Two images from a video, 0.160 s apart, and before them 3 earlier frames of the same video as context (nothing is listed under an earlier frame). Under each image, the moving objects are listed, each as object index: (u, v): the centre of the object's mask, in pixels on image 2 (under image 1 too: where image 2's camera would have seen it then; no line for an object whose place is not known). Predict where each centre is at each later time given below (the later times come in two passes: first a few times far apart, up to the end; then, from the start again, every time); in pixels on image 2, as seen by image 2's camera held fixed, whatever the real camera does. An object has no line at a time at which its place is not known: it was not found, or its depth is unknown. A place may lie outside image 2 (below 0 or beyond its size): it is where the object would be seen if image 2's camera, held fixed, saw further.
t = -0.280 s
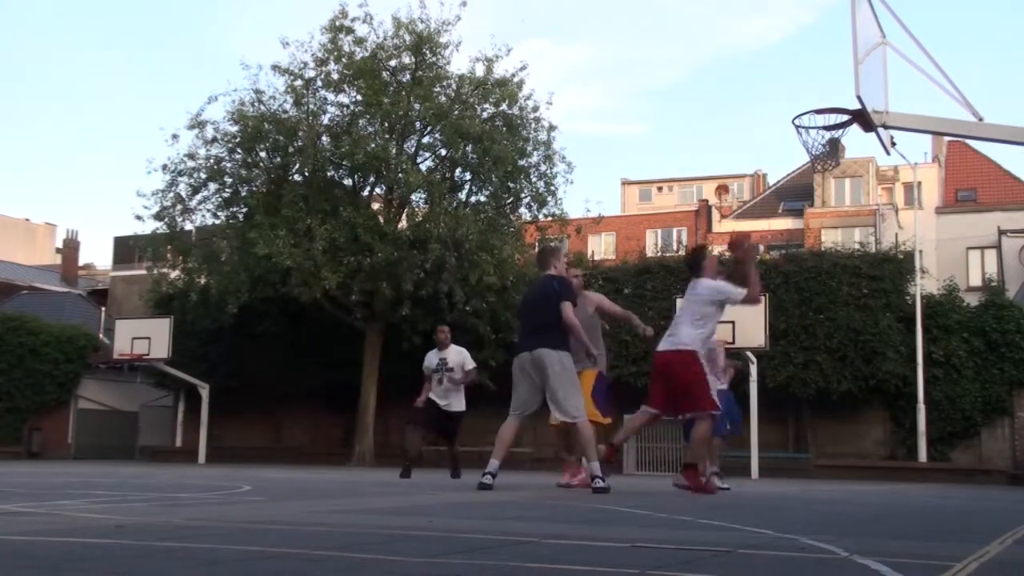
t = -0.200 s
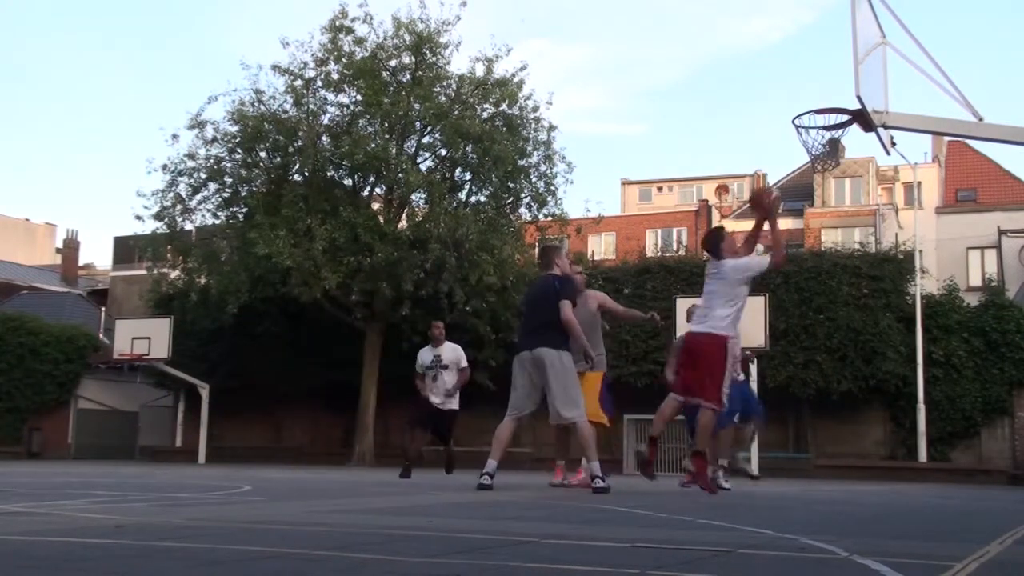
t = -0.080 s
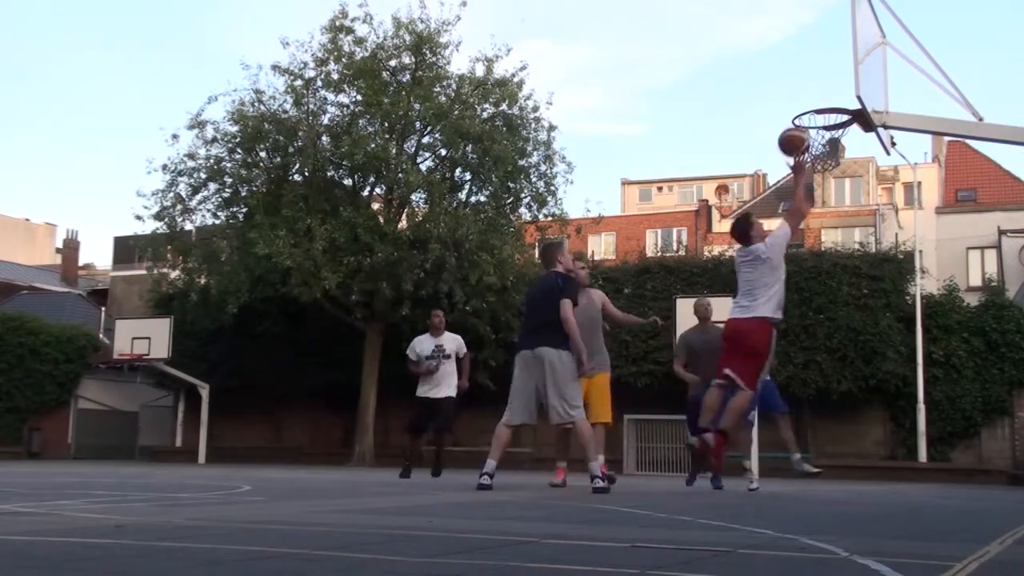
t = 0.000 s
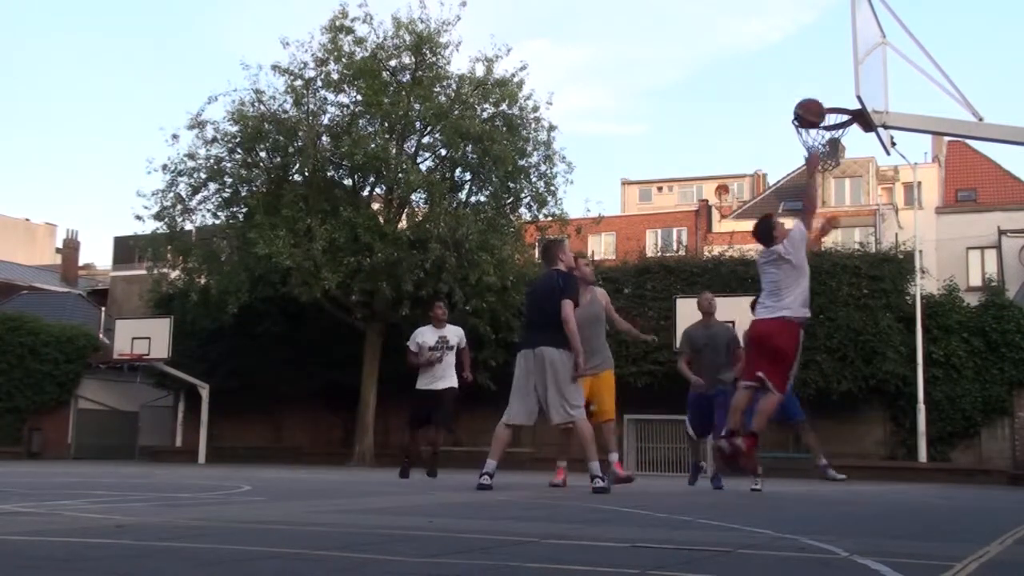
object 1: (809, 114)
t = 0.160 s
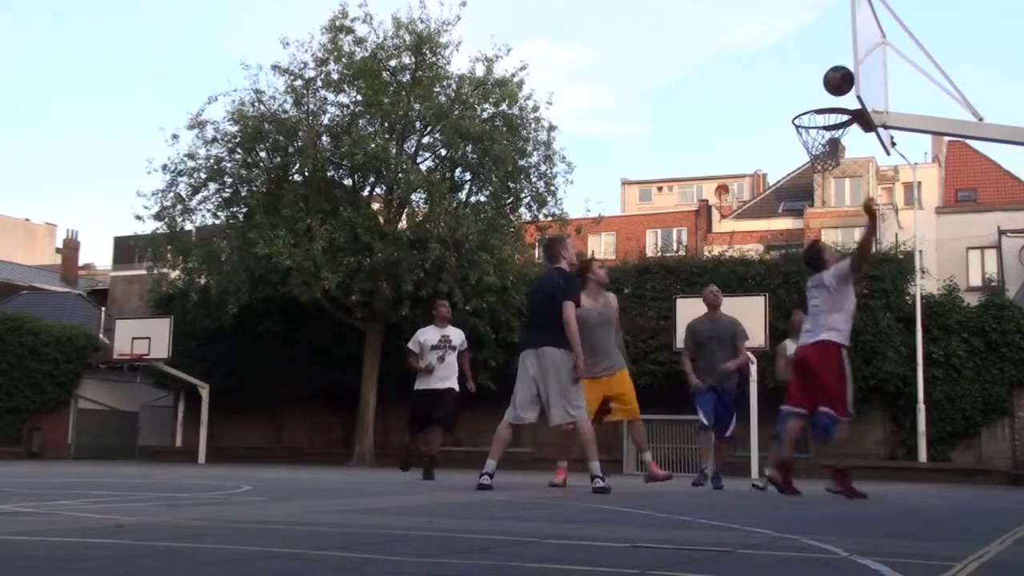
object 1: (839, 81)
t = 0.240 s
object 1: (846, 77)
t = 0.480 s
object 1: (829, 106)
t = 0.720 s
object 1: (802, 106)
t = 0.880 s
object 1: (803, 102)
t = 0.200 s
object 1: (843, 78)
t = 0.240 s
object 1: (846, 77)
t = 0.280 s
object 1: (845, 77)
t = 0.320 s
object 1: (842, 79)
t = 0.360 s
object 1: (840, 83)
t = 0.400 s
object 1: (837, 89)
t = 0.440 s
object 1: (833, 96)
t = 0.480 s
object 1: (829, 106)
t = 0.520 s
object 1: (825, 109)
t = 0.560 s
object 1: (820, 105)
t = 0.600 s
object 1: (815, 102)
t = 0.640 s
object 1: (811, 100)
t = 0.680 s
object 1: (806, 102)
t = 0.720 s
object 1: (802, 106)
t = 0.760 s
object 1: (800, 106)
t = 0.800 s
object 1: (801, 103)
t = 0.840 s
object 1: (802, 102)
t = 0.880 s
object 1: (803, 102)
